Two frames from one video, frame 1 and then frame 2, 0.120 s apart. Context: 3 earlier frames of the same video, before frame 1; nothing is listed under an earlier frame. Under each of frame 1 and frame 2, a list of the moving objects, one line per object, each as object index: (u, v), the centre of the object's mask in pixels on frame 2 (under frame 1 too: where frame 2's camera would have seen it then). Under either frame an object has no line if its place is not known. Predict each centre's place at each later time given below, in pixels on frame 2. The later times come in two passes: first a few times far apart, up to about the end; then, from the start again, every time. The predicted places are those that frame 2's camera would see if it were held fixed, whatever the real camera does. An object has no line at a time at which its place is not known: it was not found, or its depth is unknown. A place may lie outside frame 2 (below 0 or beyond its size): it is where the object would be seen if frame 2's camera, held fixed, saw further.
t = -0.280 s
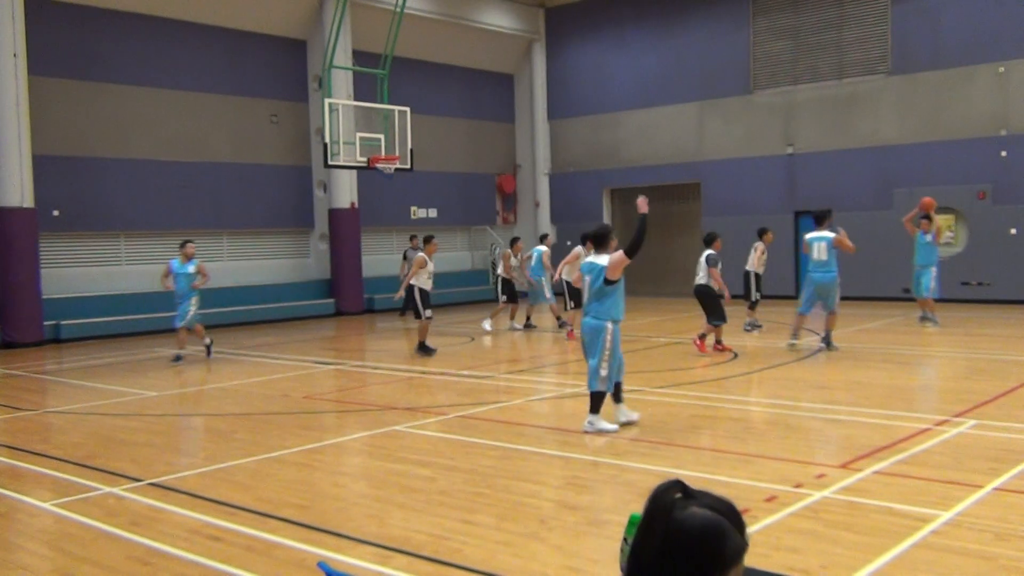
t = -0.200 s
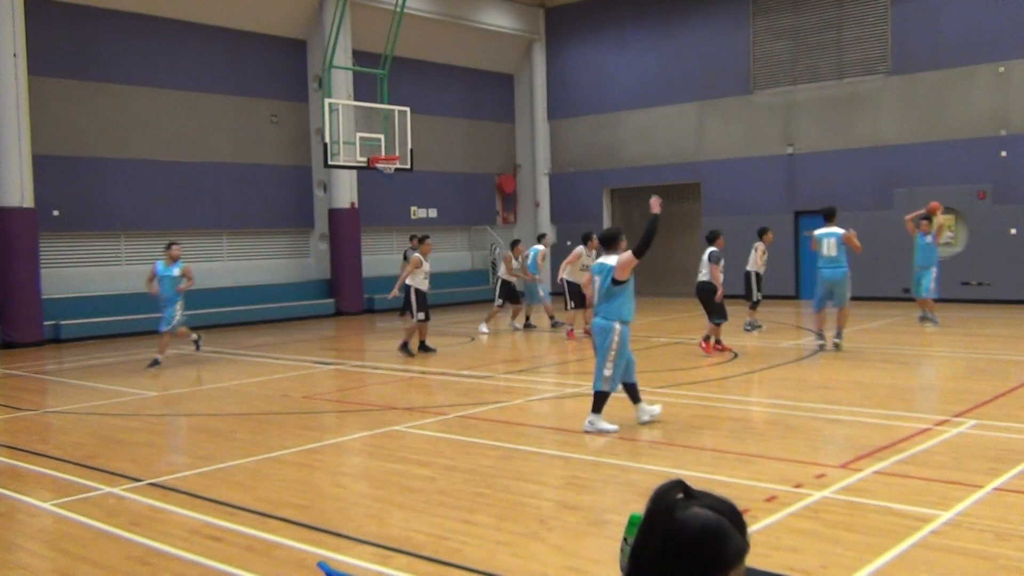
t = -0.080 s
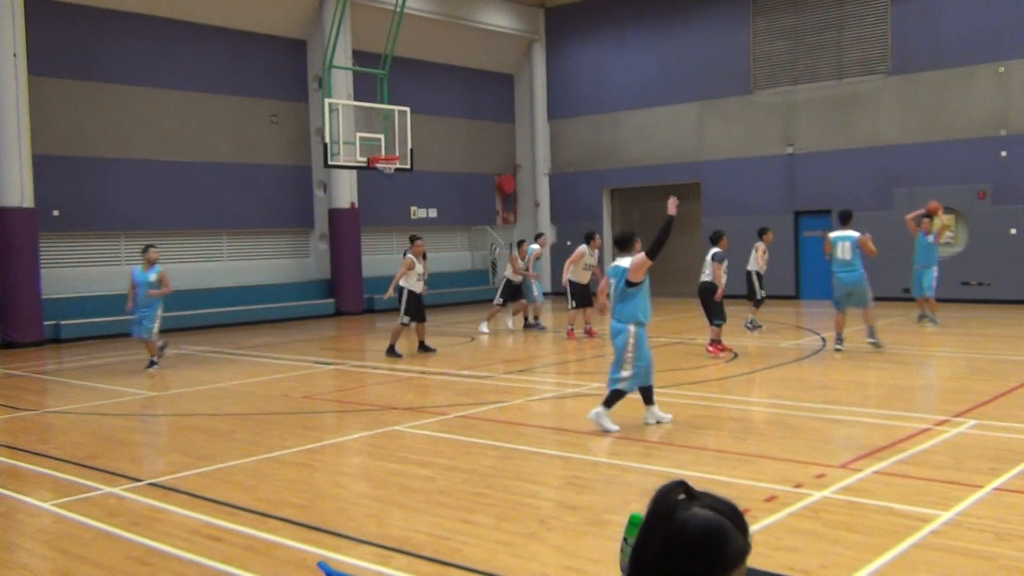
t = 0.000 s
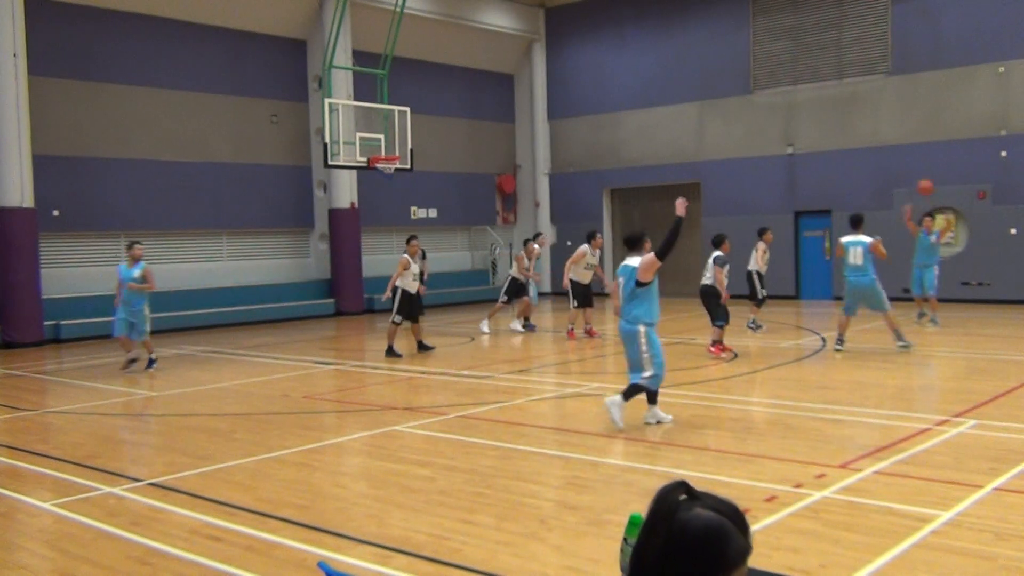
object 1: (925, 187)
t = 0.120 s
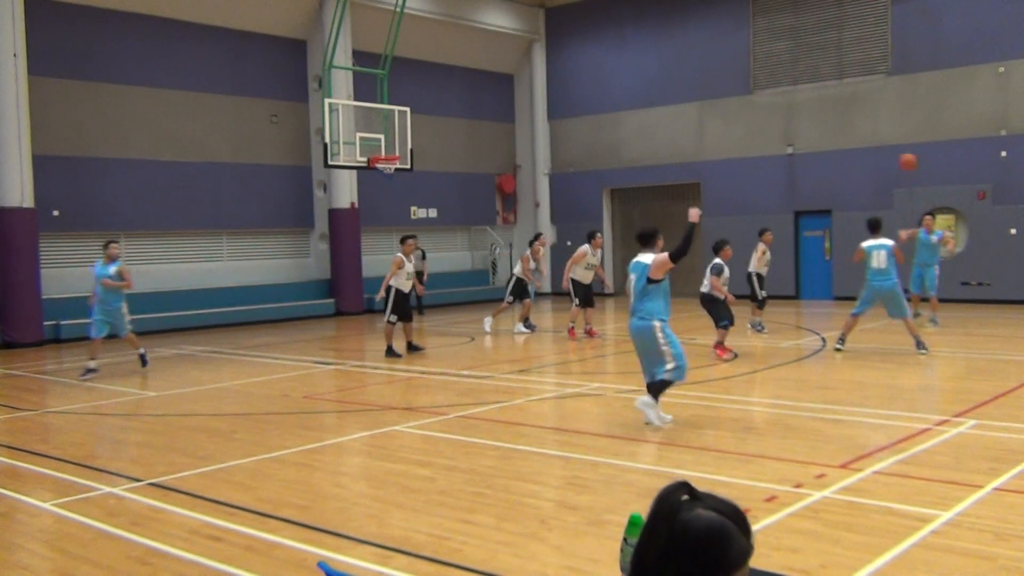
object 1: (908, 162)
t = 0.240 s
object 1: (888, 143)
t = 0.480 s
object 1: (843, 131)
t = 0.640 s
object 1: (805, 153)
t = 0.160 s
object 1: (901, 154)
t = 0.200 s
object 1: (895, 148)
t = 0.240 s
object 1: (888, 143)
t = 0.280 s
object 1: (882, 138)
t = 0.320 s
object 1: (876, 134)
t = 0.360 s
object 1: (868, 132)
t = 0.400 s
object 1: (860, 130)
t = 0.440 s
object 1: (852, 130)
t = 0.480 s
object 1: (843, 131)
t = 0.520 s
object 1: (834, 134)
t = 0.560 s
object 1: (825, 138)
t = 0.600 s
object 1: (815, 145)
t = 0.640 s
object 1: (805, 153)
